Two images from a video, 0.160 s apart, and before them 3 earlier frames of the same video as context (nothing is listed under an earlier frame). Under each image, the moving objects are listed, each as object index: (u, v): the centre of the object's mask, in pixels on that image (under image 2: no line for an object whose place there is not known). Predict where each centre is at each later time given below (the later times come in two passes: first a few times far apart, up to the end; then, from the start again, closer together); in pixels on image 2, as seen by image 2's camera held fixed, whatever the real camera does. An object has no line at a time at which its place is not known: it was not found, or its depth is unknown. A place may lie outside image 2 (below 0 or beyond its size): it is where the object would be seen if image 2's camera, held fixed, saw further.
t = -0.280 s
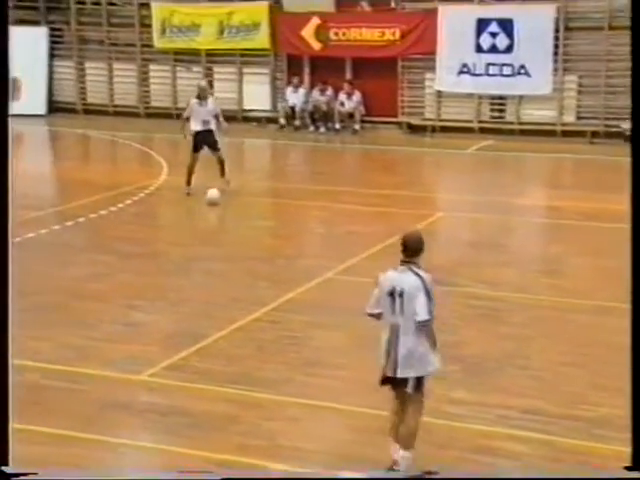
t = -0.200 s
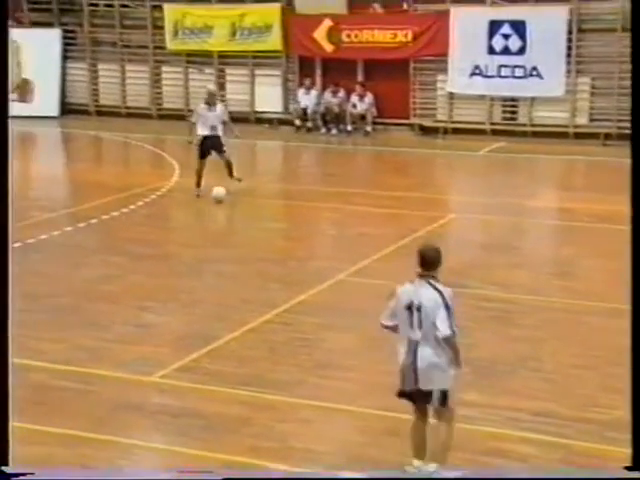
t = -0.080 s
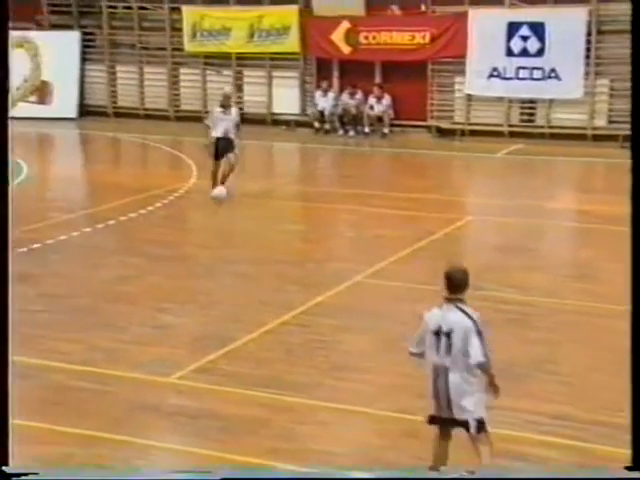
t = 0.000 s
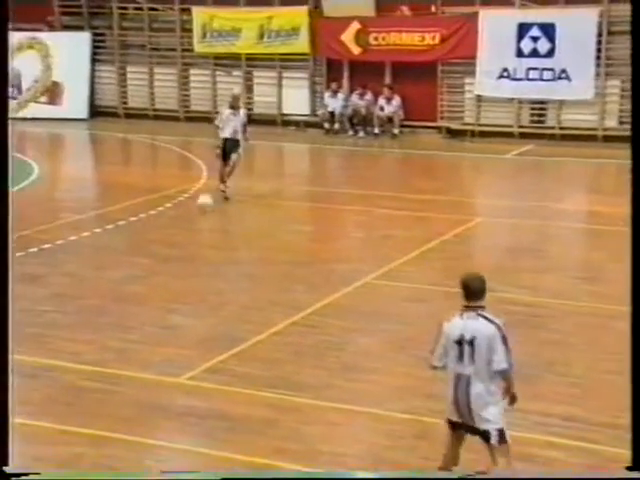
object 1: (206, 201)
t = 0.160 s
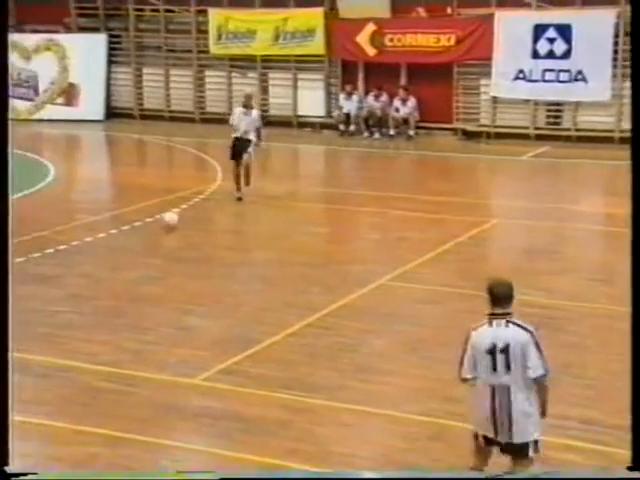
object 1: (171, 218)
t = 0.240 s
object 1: (145, 230)
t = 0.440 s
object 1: (81, 248)
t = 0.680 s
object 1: (6, 270)
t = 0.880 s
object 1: (-58, 284)
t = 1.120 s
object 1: (-142, 313)
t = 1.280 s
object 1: (-204, 329)
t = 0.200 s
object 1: (158, 224)
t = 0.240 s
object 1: (145, 230)
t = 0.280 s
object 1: (133, 232)
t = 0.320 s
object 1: (119, 234)
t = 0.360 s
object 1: (107, 238)
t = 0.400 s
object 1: (94, 244)
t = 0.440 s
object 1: (81, 248)
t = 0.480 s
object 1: (69, 251)
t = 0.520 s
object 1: (56, 253)
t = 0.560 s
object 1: (42, 258)
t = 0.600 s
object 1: (29, 264)
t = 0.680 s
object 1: (6, 270)
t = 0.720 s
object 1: (-7, 274)
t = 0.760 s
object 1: (-21, 279)
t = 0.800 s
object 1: (-33, 280)
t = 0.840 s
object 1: (-46, 283)
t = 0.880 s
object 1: (-58, 284)
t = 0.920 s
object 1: (-72, 289)
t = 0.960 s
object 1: (-85, 295)
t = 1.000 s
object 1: (-99, 300)
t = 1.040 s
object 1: (-114, 303)
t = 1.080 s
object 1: (-128, 308)
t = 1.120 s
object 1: (-142, 313)
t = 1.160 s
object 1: (-158, 316)
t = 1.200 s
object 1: (-174, 322)
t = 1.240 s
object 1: (-189, 325)
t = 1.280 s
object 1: (-204, 329)
